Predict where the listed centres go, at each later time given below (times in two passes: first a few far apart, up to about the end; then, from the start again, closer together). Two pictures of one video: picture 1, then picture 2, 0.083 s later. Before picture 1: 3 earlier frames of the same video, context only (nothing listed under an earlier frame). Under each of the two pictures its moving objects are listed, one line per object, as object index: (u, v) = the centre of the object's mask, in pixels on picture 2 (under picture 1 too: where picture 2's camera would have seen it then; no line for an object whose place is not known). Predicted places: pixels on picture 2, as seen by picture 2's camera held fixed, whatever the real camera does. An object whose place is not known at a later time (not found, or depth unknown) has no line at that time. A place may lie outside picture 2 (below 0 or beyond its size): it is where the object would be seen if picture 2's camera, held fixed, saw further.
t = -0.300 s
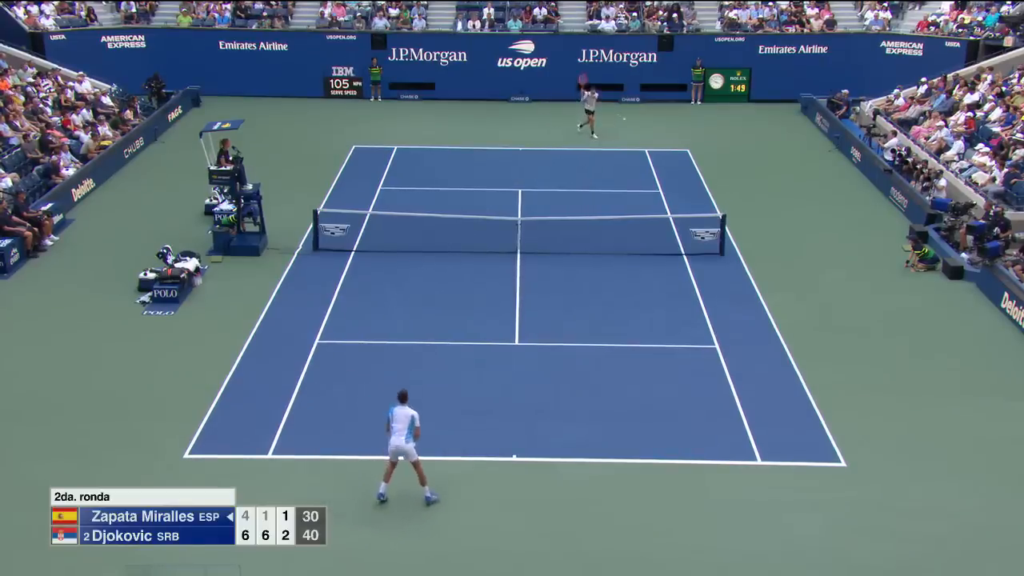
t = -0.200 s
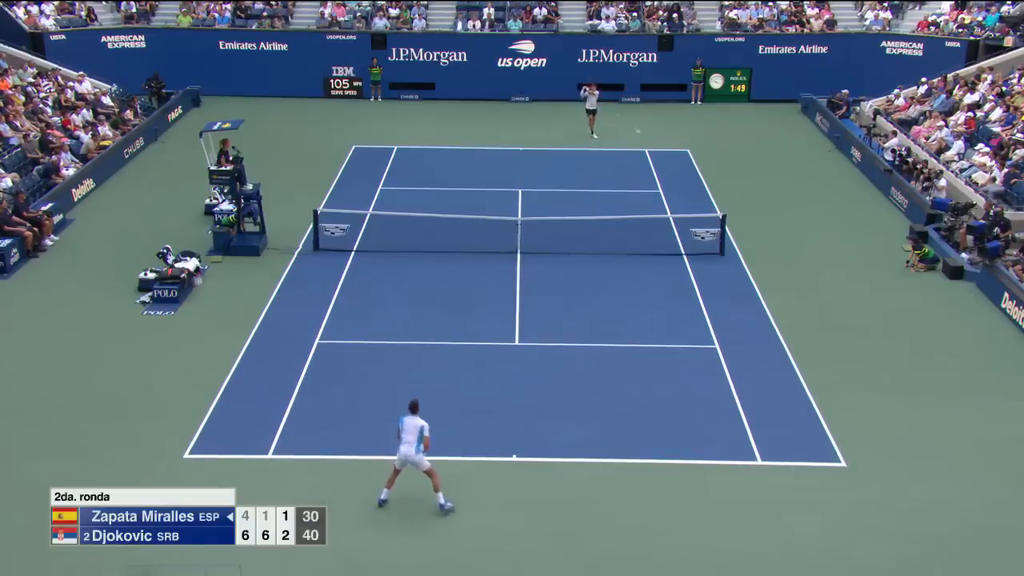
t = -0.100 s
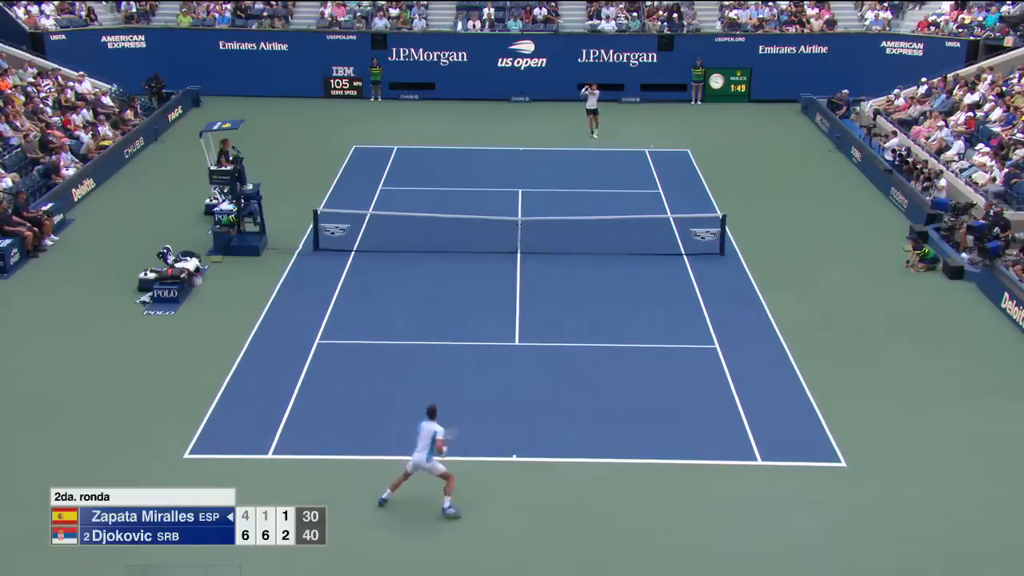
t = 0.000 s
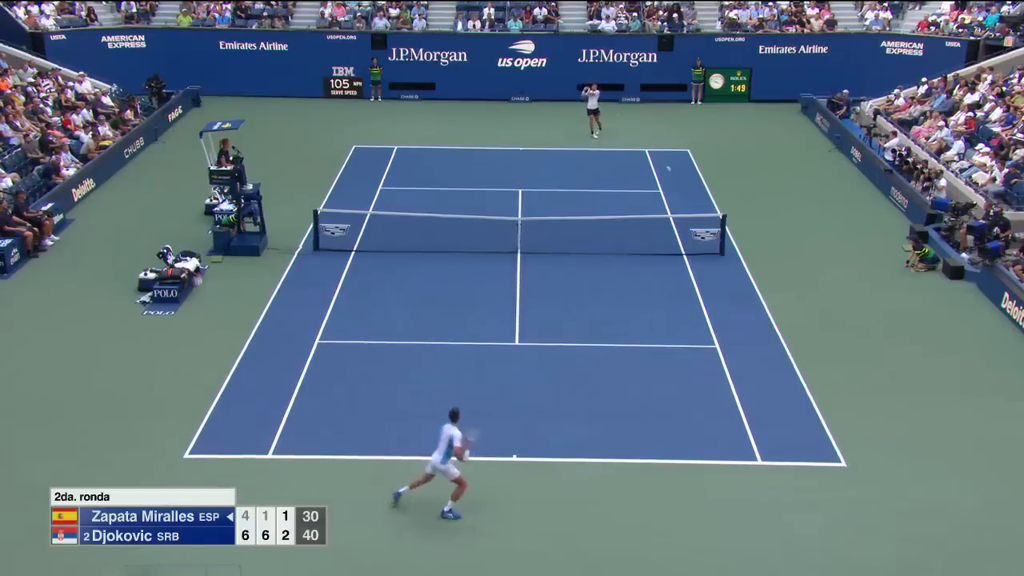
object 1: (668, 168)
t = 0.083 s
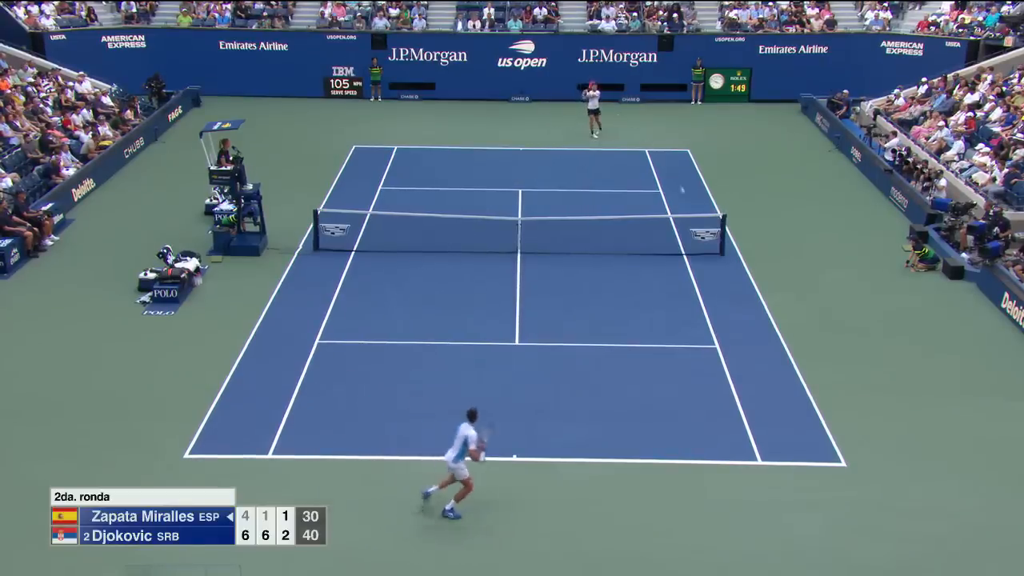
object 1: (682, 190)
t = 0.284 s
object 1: (719, 259)
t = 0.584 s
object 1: (772, 336)
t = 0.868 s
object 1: (813, 363)
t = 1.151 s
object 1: (858, 443)
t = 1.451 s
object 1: (911, 528)
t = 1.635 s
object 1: (952, 566)
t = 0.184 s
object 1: (699, 221)
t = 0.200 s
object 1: (702, 226)
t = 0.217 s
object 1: (704, 239)
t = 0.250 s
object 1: (712, 246)
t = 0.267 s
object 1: (715, 252)
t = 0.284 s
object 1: (719, 259)
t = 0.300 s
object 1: (721, 265)
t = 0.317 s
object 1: (725, 273)
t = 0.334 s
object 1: (728, 281)
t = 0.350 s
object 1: (732, 287)
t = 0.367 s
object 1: (735, 295)
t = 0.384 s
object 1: (739, 303)
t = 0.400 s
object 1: (742, 311)
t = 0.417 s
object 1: (746, 319)
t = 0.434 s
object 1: (749, 328)
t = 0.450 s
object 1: (753, 336)
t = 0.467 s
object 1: (756, 338)
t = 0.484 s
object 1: (758, 338)
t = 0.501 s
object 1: (760, 337)
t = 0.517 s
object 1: (763, 336)
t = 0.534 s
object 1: (765, 336)
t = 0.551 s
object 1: (768, 336)
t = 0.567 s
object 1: (770, 336)
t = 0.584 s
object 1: (772, 336)
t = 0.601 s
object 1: (774, 336)
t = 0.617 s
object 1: (777, 337)
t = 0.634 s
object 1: (776, 337)
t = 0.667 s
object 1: (785, 339)
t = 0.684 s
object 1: (786, 340)
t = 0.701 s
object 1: (789, 341)
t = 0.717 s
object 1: (791, 342)
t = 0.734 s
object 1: (793, 344)
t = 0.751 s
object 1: (796, 346)
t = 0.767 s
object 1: (799, 348)
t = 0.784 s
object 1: (802, 349)
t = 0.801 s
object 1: (803, 352)
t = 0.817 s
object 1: (806, 354)
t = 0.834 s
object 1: (808, 357)
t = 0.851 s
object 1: (811, 360)
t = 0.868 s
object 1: (813, 363)
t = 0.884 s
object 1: (815, 366)
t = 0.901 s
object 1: (818, 369)
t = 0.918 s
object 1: (821, 373)
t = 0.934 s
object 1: (824, 377)
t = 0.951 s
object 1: (825, 380)
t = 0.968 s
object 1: (827, 384)
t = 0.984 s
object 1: (830, 388)
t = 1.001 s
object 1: (834, 393)
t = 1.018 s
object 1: (836, 398)
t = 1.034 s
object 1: (838, 403)
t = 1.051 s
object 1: (841, 408)
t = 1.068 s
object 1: (844, 414)
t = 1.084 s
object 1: (847, 419)
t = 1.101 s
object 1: (849, 425)
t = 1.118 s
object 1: (851, 430)
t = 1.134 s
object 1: (854, 436)
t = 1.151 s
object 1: (858, 443)
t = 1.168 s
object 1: (860, 449)
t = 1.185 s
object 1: (862, 456)
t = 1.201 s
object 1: (864, 463)
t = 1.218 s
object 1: (867, 470)
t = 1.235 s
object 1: (870, 478)
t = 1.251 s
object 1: (872, 485)
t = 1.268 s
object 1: (875, 494)
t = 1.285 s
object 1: (877, 501)
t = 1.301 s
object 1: (880, 509)
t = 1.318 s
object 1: (883, 517)
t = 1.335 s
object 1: (886, 518)
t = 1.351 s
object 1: (889, 518)
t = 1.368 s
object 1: (893, 520)
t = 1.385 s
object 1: (897, 521)
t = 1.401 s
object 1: (900, 522)
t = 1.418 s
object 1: (904, 524)
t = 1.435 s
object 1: (907, 526)
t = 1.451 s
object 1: (911, 528)
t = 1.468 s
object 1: (915, 530)
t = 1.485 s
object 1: (918, 533)
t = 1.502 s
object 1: (922, 536)
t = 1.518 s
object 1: (926, 539)
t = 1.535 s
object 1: (929, 542)
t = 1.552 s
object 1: (933, 545)
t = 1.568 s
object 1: (937, 549)
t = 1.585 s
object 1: (941, 553)
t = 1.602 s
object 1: (944, 557)
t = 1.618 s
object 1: (949, 561)
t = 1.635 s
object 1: (952, 566)
